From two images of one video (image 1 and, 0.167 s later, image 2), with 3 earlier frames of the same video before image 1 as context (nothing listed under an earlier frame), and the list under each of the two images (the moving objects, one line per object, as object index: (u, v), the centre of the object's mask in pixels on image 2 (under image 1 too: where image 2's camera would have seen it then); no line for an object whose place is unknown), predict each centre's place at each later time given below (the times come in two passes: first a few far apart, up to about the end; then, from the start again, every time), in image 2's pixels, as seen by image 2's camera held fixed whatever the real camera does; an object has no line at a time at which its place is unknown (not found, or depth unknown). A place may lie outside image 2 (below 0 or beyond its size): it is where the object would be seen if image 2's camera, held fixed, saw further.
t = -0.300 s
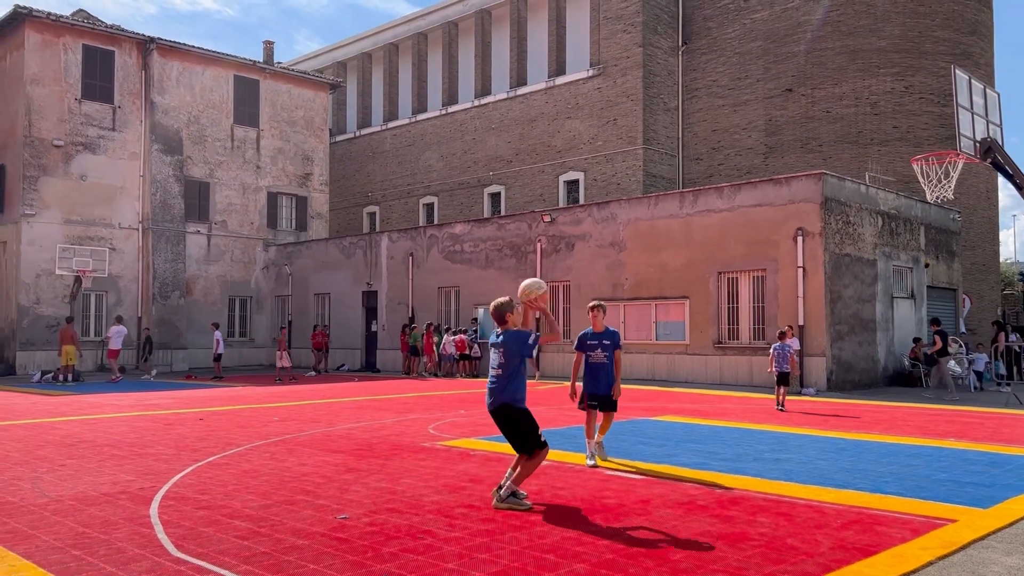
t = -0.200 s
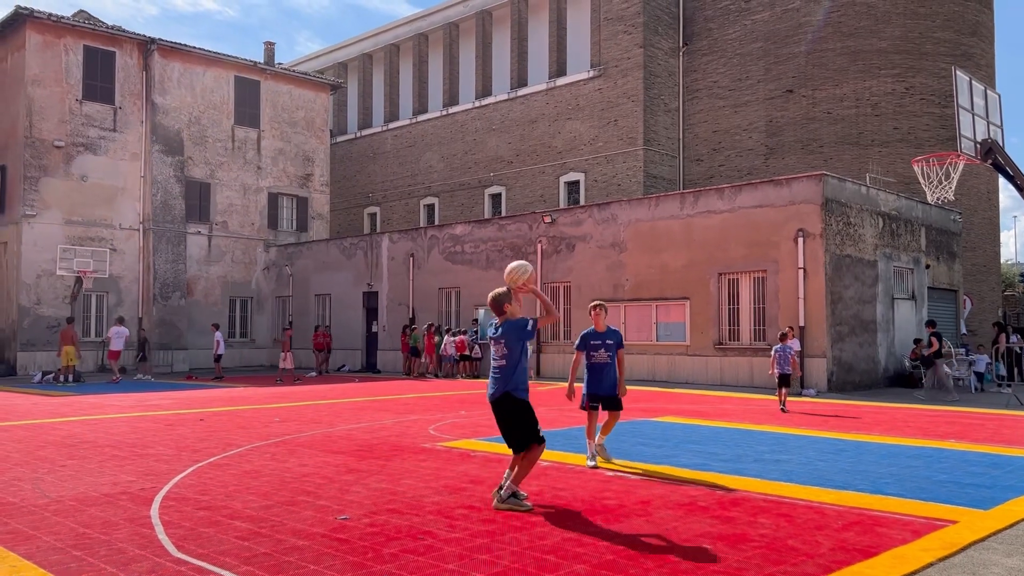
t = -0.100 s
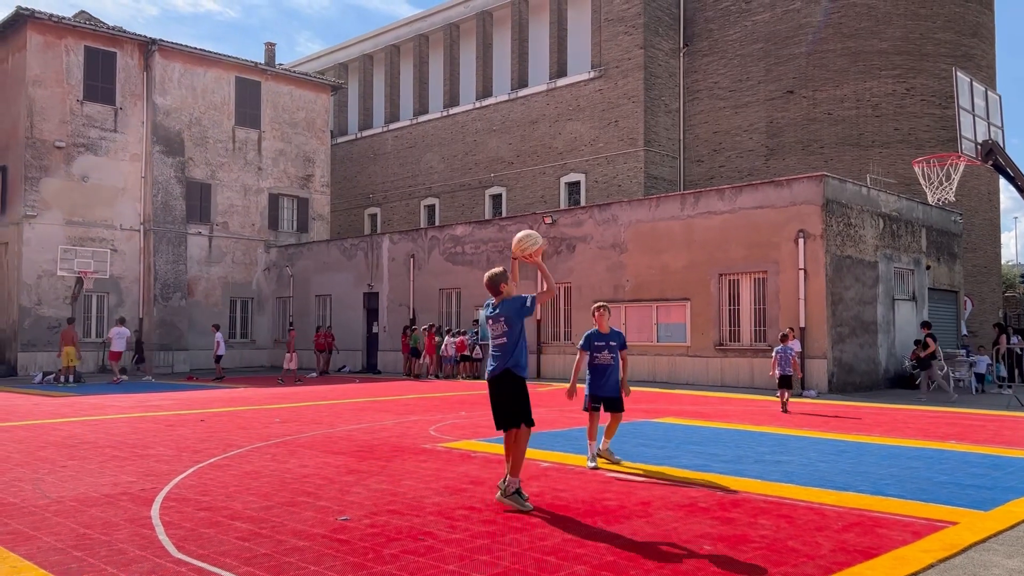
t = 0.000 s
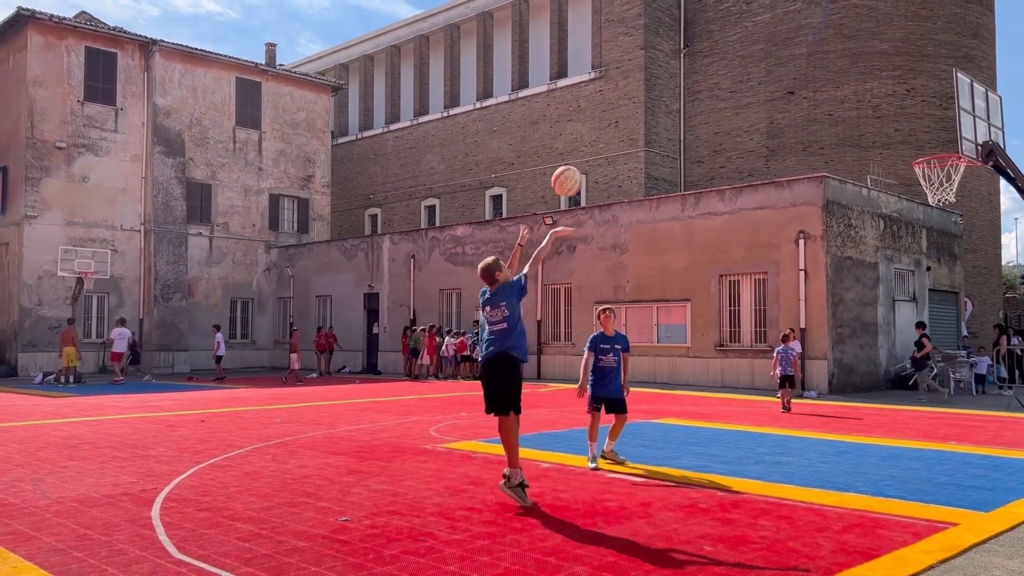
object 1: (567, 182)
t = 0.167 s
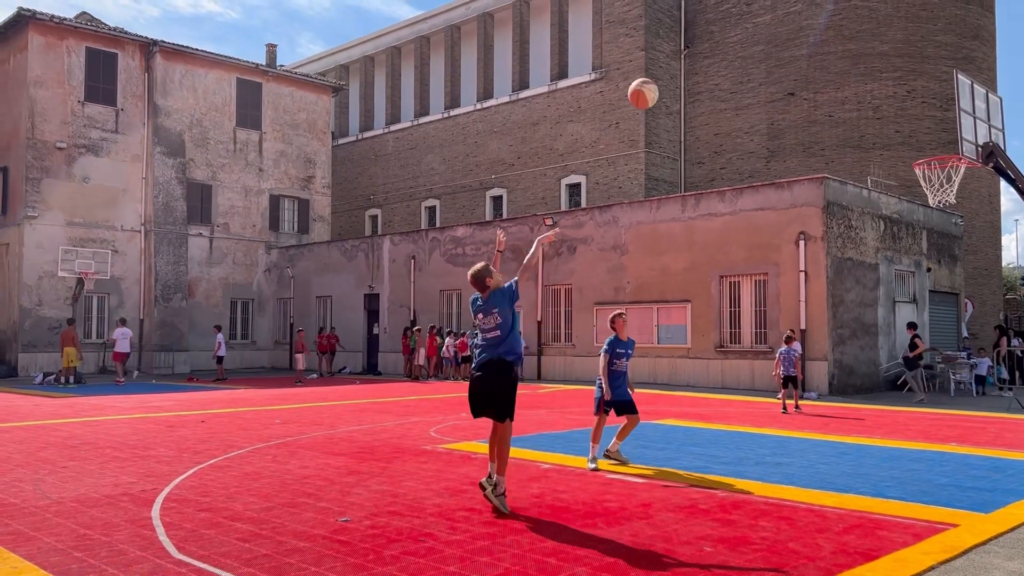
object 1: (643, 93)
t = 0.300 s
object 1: (699, 51)
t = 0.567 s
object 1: (802, 32)
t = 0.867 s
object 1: (903, 100)
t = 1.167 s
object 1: (947, 124)
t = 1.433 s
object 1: (914, 152)
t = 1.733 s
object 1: (877, 277)
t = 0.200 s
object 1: (657, 81)
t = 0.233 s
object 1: (672, 69)
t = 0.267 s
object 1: (686, 59)
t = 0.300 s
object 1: (699, 51)
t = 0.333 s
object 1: (713, 44)
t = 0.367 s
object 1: (726, 38)
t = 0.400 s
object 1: (740, 34)
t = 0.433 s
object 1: (753, 31)
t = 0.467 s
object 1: (765, 29)
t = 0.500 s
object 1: (778, 29)
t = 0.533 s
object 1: (790, 30)
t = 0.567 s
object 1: (802, 32)
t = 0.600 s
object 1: (814, 35)
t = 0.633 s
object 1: (826, 39)
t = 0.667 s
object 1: (837, 44)
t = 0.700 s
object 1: (849, 51)
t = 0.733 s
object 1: (860, 58)
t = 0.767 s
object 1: (871, 67)
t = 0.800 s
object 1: (882, 78)
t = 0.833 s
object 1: (893, 88)
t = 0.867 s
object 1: (903, 100)
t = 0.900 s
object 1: (914, 113)
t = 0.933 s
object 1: (924, 126)
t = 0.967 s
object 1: (935, 141)
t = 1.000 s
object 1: (941, 144)
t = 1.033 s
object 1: (943, 138)
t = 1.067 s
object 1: (946, 133)
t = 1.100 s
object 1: (948, 129)
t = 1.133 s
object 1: (949, 126)
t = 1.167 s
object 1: (947, 124)
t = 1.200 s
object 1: (944, 123)
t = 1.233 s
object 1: (940, 124)
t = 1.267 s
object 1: (935, 125)
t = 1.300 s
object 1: (931, 129)
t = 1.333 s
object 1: (927, 133)
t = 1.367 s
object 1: (922, 138)
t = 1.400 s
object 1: (918, 145)
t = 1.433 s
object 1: (914, 152)
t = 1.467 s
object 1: (910, 161)
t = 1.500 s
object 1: (905, 171)
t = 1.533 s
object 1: (902, 182)
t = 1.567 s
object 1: (897, 196)
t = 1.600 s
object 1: (893, 209)
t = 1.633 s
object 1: (889, 224)
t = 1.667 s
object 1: (885, 241)
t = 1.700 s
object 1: (881, 258)
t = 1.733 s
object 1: (877, 277)
